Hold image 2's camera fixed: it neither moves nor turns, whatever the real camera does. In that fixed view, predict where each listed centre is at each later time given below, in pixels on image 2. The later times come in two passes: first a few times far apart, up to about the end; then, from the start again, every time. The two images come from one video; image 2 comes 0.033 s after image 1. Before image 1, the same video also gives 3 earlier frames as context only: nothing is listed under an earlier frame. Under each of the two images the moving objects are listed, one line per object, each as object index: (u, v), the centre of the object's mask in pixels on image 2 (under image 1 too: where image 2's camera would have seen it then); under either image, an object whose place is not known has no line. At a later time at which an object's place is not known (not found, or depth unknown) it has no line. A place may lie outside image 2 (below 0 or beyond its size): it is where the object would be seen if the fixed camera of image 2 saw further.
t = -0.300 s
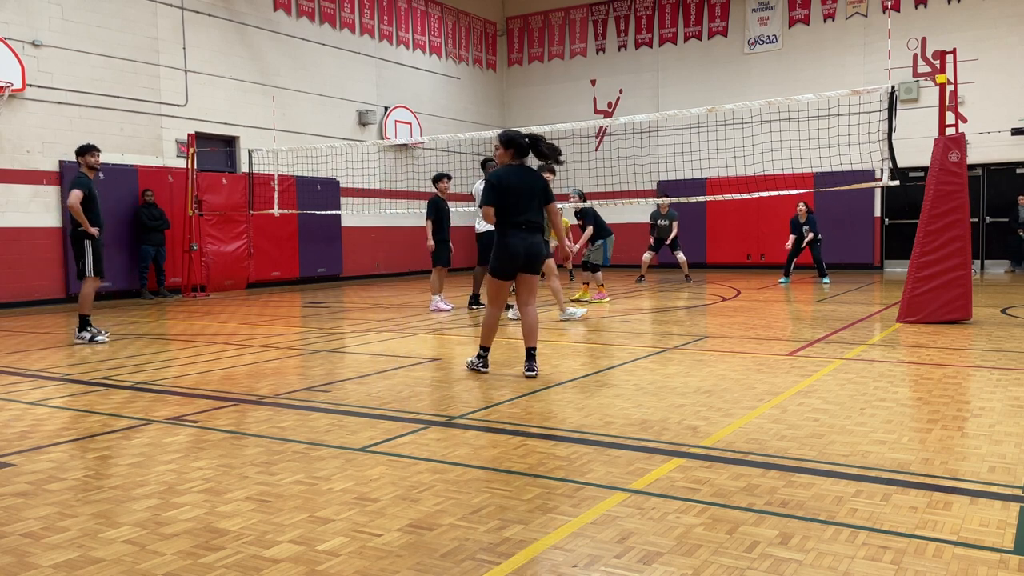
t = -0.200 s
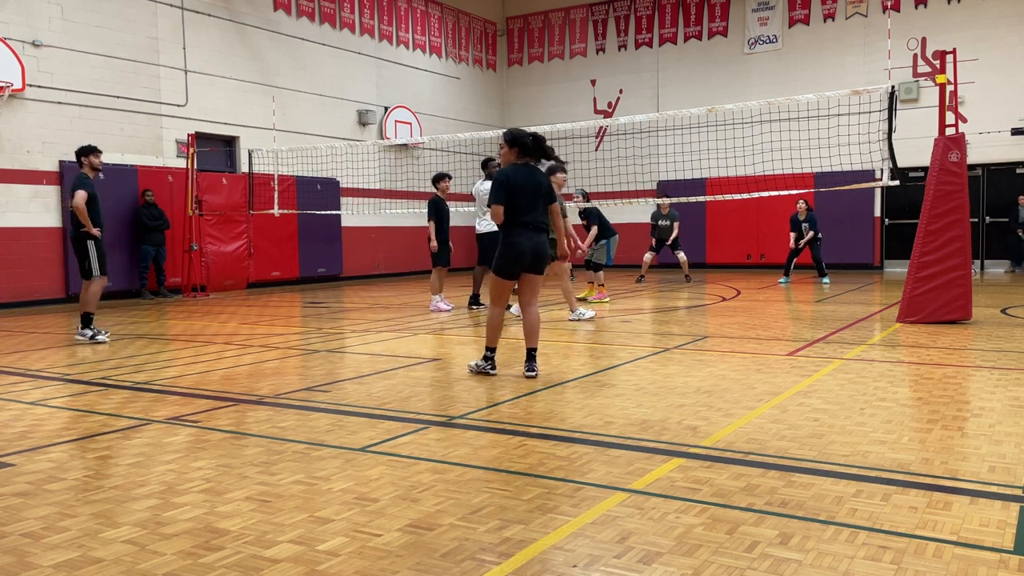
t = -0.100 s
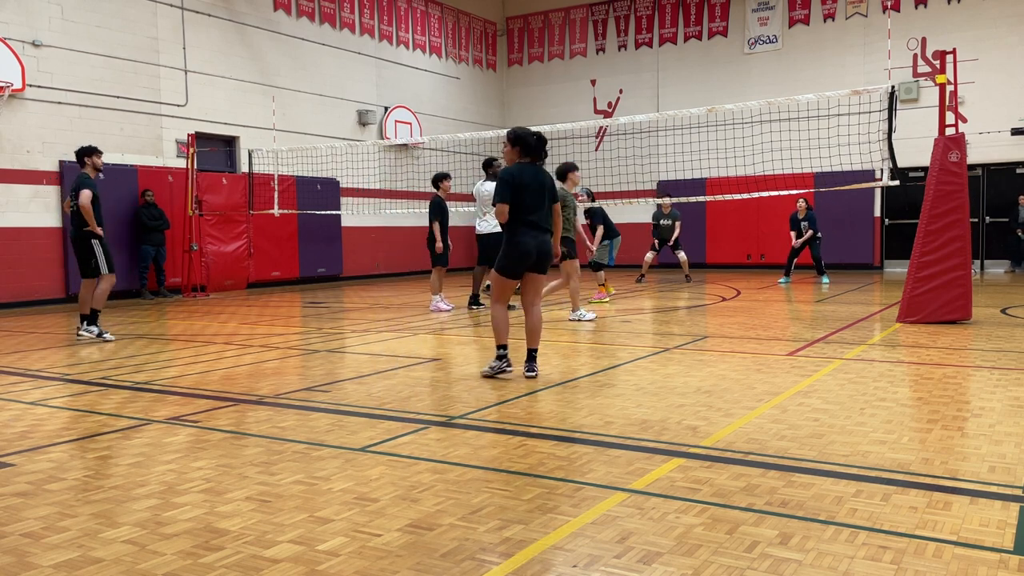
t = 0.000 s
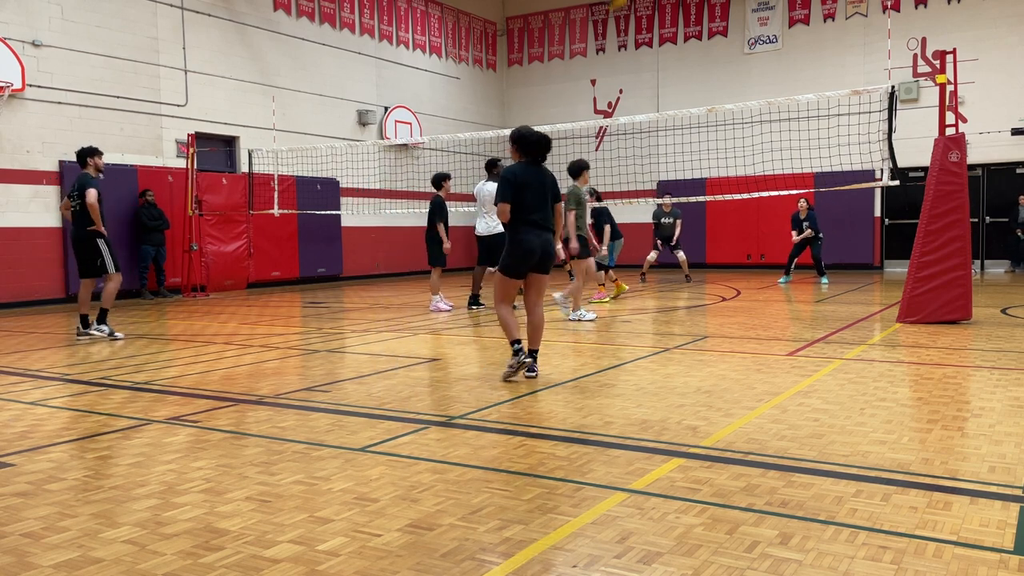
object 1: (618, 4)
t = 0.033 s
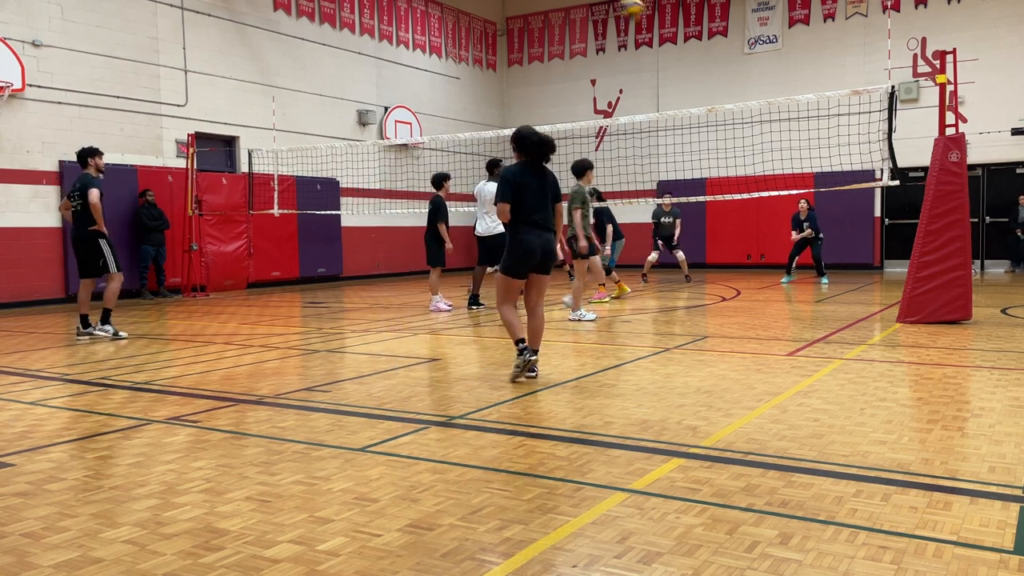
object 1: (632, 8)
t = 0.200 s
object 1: (701, 62)
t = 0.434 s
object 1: (766, 144)
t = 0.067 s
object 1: (648, 19)
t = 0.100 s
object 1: (663, 30)
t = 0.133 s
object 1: (676, 40)
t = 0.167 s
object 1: (689, 51)
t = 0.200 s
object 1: (701, 62)
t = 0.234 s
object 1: (712, 74)
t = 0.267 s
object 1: (722, 85)
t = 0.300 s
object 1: (733, 96)
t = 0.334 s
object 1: (743, 112)
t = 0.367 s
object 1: (751, 120)
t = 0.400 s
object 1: (759, 133)
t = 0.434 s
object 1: (766, 144)
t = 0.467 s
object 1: (774, 156)
